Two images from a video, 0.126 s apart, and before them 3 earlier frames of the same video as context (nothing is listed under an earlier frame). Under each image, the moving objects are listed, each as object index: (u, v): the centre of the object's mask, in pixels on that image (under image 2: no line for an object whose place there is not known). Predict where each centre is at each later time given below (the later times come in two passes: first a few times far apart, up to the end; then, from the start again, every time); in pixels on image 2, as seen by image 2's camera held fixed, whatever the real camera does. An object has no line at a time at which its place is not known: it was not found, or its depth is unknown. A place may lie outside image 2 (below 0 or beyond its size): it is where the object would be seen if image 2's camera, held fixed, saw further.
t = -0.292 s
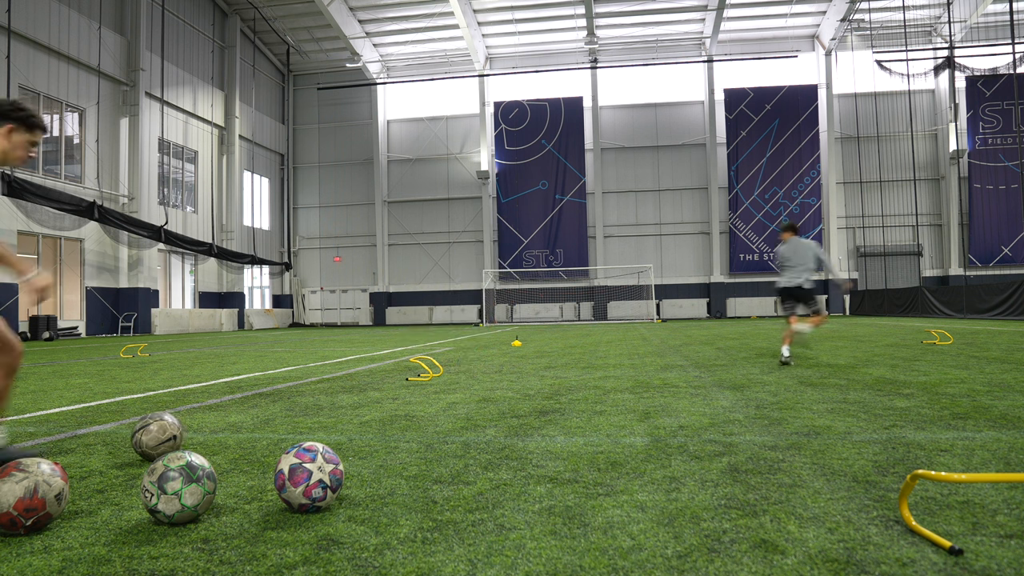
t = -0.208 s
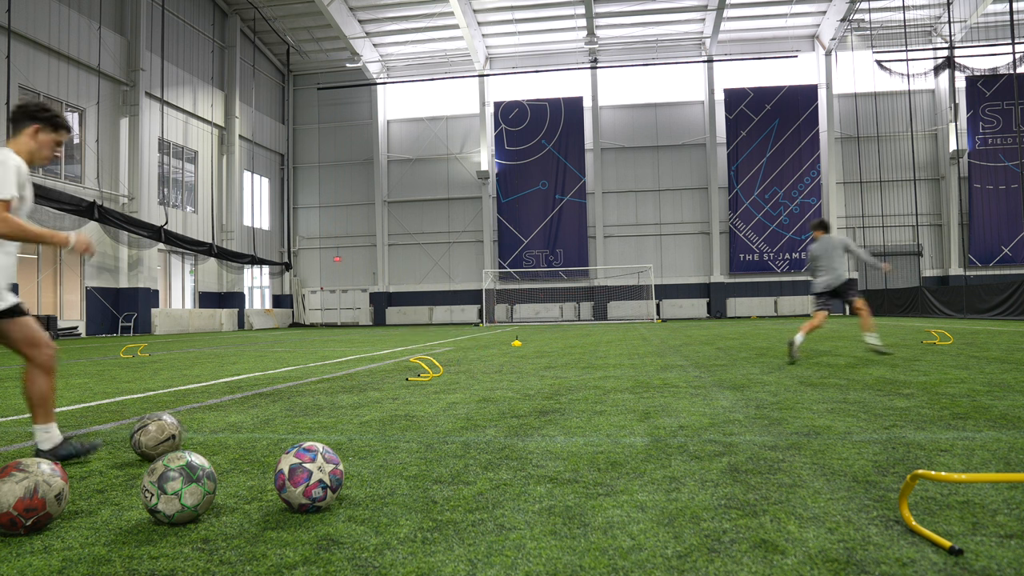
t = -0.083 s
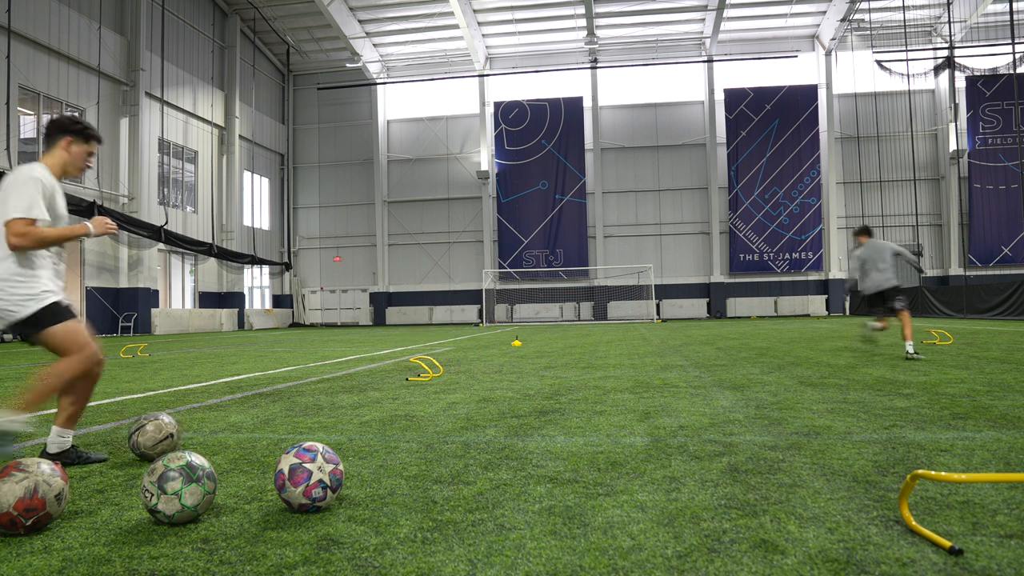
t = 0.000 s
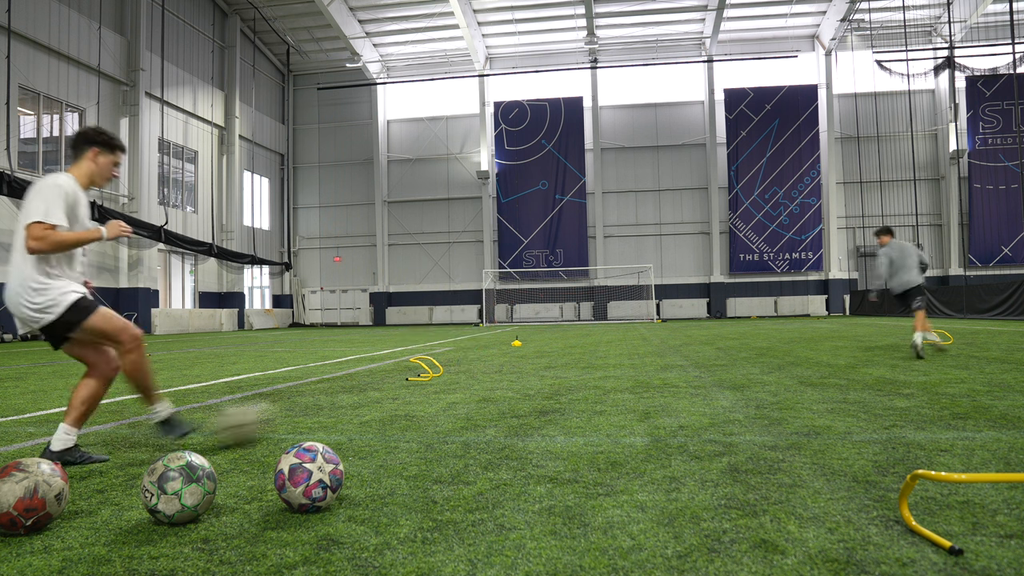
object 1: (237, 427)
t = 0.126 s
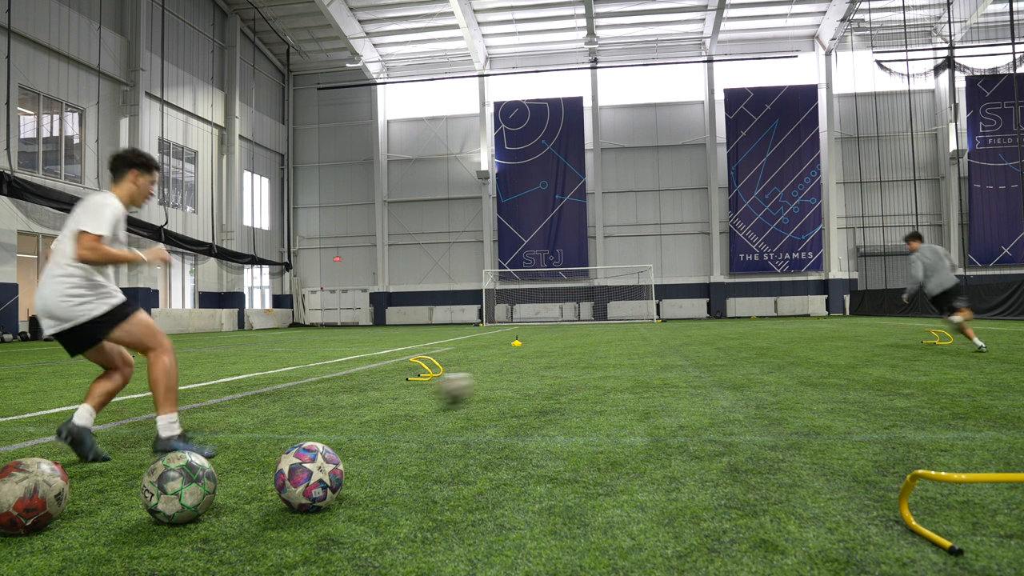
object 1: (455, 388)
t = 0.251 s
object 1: (575, 370)
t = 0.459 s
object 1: (682, 353)
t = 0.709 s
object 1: (747, 344)
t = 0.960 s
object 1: (784, 336)
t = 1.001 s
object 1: (789, 335)
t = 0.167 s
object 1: (503, 384)
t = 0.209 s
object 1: (542, 376)
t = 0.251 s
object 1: (575, 370)
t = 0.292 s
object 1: (603, 367)
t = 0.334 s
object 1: (627, 364)
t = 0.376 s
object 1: (648, 361)
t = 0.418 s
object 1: (666, 357)
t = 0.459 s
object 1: (682, 353)
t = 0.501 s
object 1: (696, 352)
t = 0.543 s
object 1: (708, 349)
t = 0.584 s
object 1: (719, 345)
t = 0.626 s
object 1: (729, 344)
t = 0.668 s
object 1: (739, 344)
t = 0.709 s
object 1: (747, 344)
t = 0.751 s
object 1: (754, 342)
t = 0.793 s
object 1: (761, 341)
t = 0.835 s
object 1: (767, 340)
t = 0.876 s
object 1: (774, 338)
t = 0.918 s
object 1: (779, 338)
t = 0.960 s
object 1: (784, 336)
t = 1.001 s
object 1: (789, 335)
